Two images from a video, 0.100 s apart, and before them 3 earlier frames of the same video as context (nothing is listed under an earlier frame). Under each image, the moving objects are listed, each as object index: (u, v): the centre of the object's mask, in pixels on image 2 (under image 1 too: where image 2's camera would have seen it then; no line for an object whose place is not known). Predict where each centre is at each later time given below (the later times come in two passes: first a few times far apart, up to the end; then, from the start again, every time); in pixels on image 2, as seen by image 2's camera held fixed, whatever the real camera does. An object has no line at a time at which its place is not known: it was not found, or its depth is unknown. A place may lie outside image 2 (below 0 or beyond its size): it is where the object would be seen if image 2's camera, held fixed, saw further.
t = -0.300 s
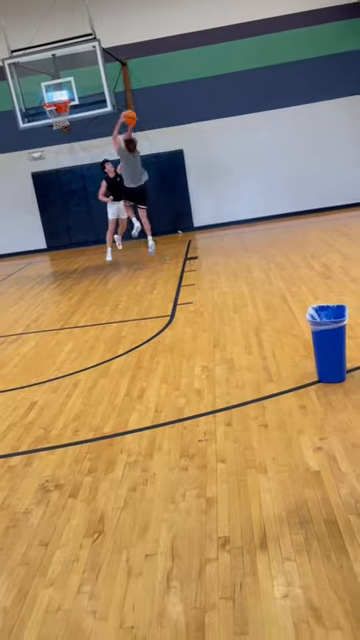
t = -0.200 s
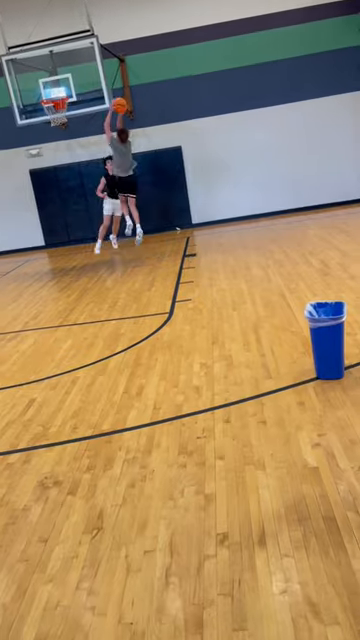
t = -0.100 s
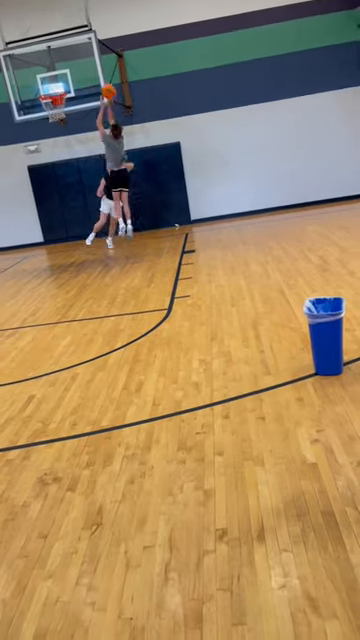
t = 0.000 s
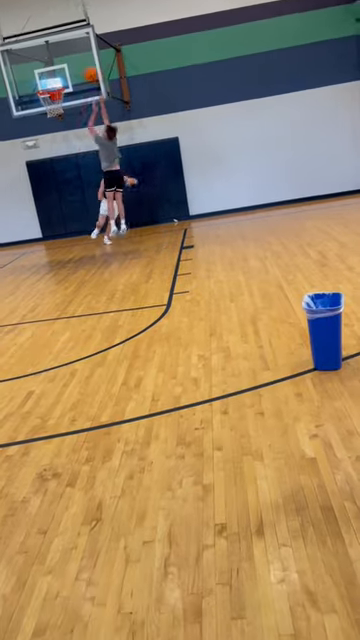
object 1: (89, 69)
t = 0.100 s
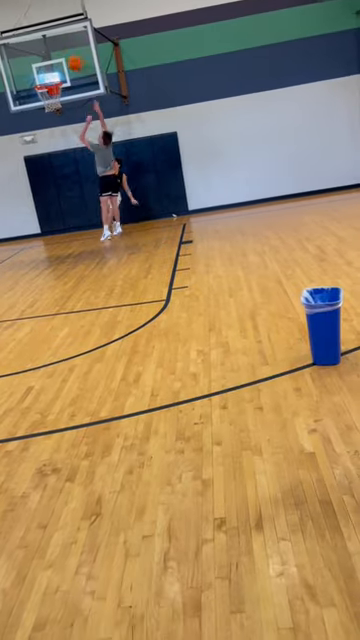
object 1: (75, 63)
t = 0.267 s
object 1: (58, 65)
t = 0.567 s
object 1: (47, 102)
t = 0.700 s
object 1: (52, 118)
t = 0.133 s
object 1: (70, 63)
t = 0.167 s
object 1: (67, 62)
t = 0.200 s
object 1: (64, 63)
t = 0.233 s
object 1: (61, 64)
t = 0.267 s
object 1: (58, 65)
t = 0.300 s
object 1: (55, 68)
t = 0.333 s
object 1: (53, 71)
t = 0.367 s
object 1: (50, 75)
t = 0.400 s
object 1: (48, 80)
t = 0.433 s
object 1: (47, 86)
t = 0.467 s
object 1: (45, 91)
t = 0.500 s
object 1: (45, 95)
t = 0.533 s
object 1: (45, 97)
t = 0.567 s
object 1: (47, 102)
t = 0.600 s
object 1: (49, 108)
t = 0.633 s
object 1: (50, 110)
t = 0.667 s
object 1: (51, 113)
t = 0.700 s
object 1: (52, 118)
